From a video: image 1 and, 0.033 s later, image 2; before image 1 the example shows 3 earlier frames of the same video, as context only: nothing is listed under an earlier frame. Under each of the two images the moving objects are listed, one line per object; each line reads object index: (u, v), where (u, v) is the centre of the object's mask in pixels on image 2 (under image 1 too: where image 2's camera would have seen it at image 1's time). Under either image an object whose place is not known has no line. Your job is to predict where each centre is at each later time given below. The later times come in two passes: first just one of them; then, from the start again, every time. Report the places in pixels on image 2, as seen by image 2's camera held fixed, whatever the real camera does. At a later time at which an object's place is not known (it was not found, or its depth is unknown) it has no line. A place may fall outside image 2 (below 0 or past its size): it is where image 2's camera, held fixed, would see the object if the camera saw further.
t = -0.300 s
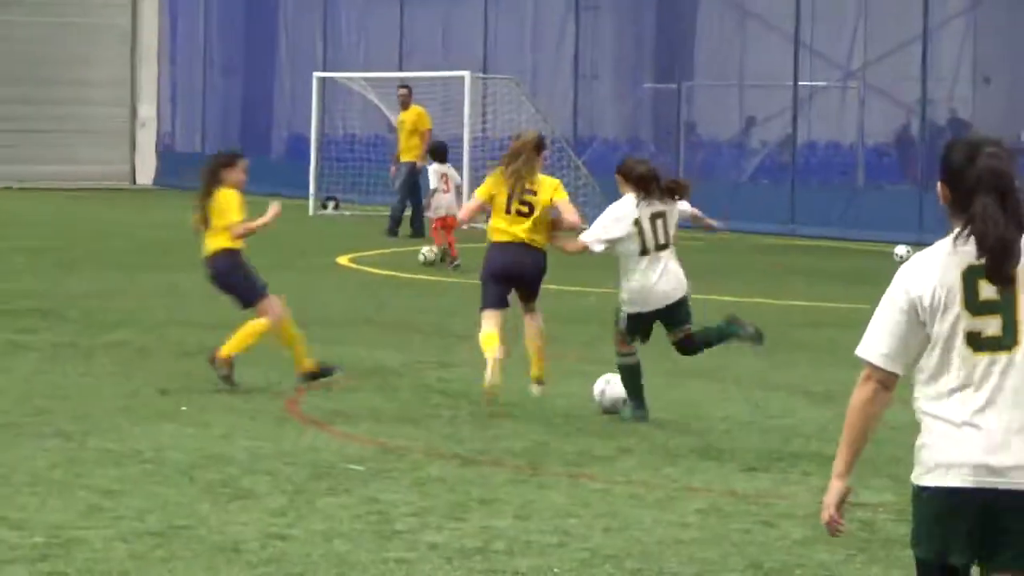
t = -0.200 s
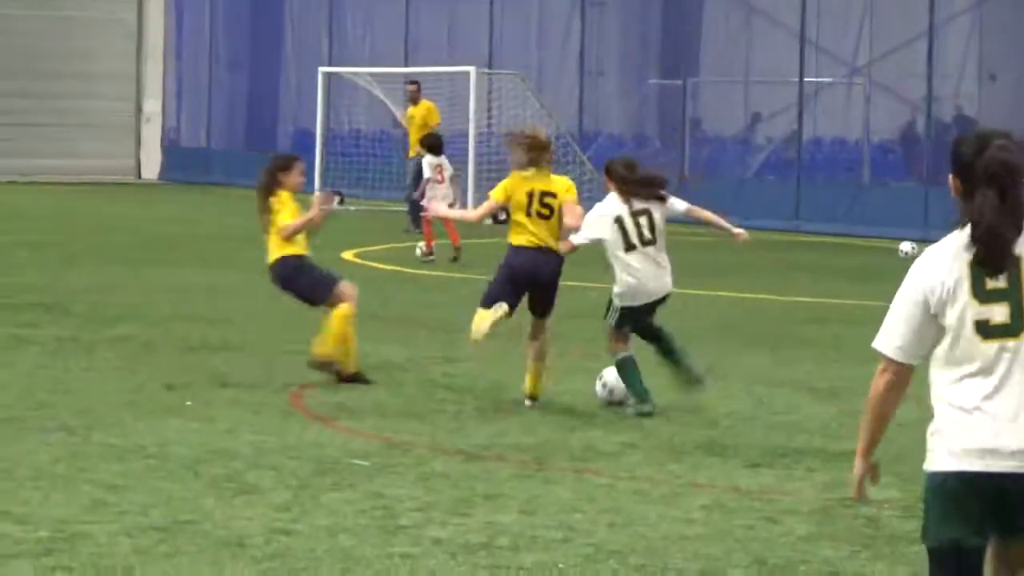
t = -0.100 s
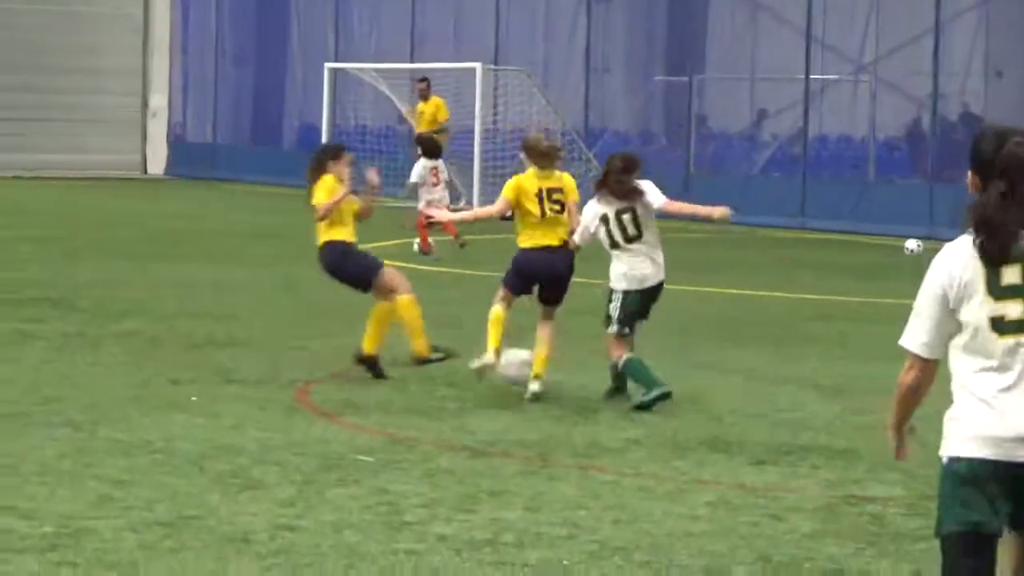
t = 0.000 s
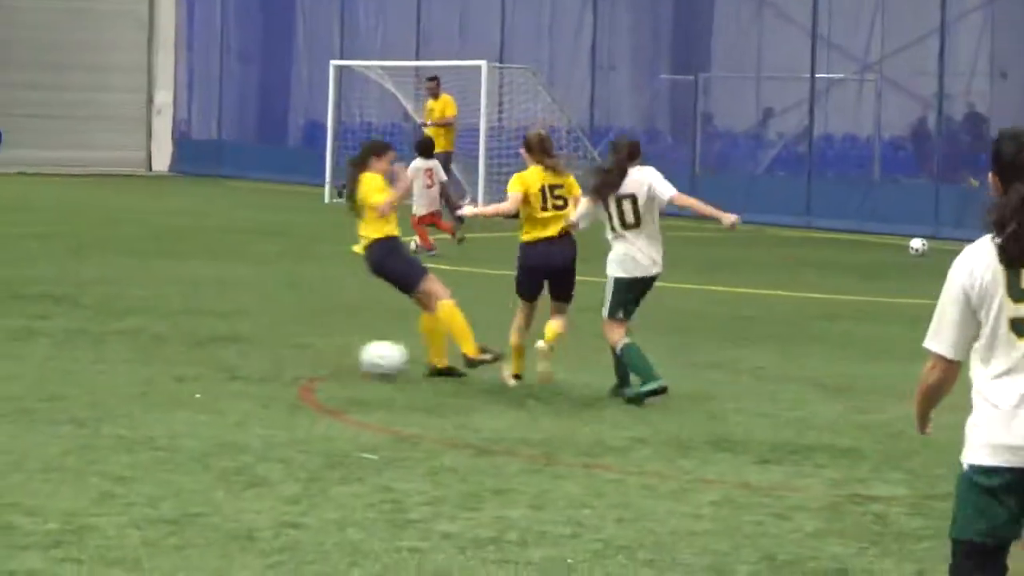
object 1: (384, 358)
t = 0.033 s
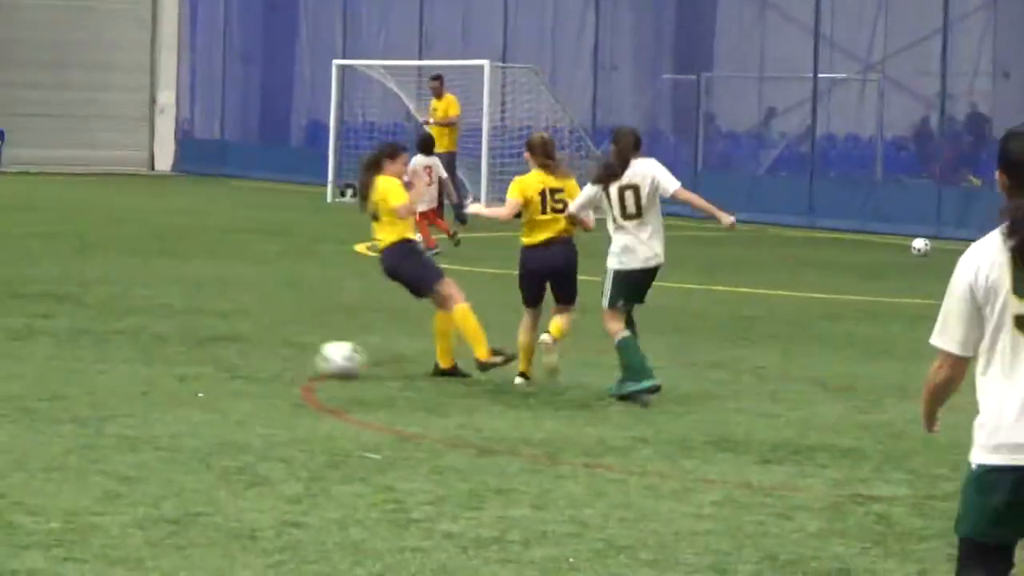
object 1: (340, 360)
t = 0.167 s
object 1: (193, 341)
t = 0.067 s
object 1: (299, 354)
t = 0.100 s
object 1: (264, 348)
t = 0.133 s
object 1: (228, 344)
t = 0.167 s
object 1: (193, 341)
